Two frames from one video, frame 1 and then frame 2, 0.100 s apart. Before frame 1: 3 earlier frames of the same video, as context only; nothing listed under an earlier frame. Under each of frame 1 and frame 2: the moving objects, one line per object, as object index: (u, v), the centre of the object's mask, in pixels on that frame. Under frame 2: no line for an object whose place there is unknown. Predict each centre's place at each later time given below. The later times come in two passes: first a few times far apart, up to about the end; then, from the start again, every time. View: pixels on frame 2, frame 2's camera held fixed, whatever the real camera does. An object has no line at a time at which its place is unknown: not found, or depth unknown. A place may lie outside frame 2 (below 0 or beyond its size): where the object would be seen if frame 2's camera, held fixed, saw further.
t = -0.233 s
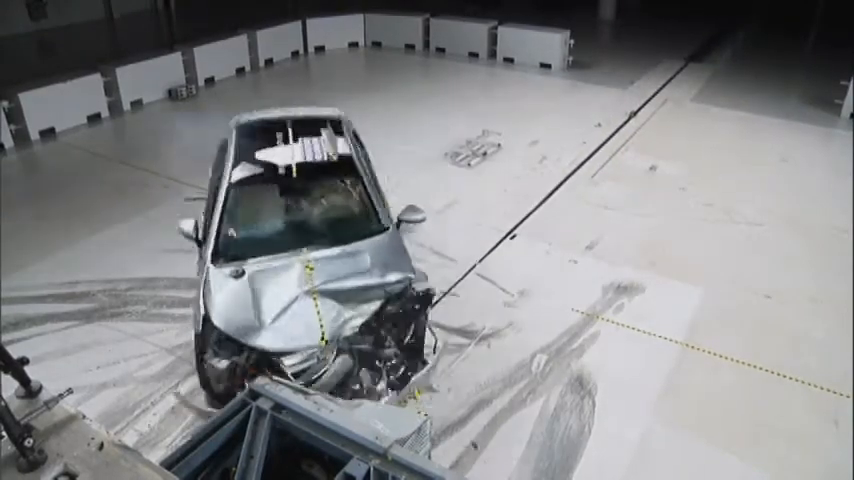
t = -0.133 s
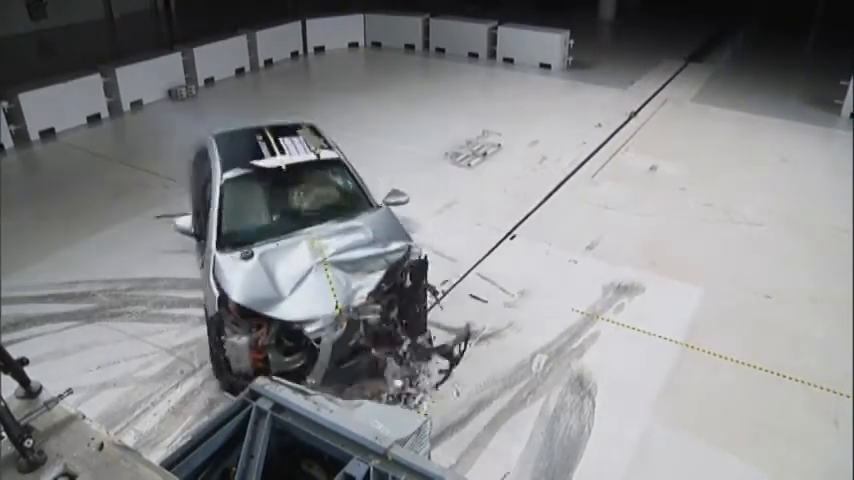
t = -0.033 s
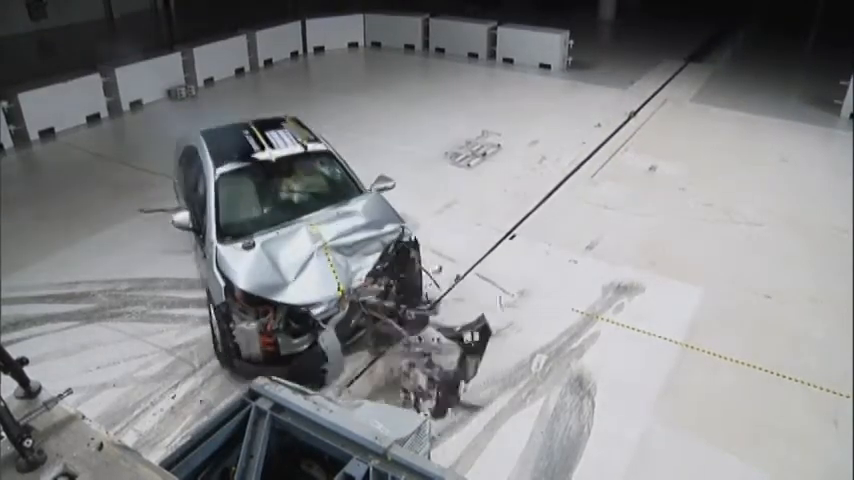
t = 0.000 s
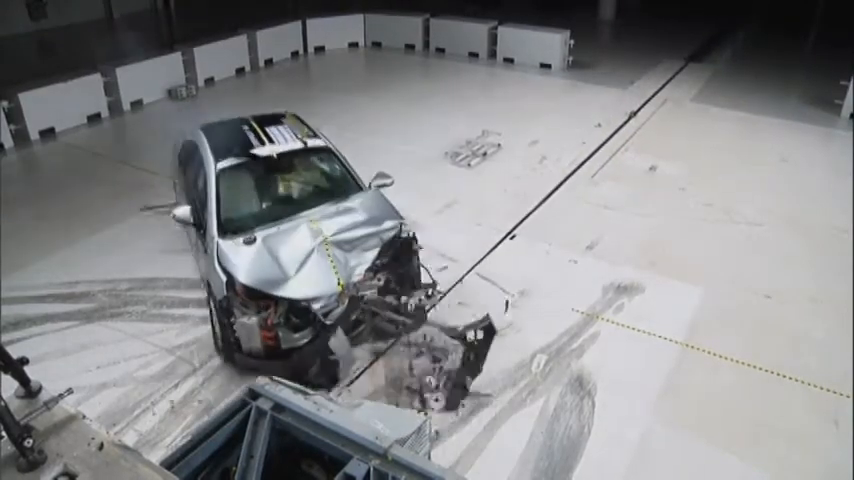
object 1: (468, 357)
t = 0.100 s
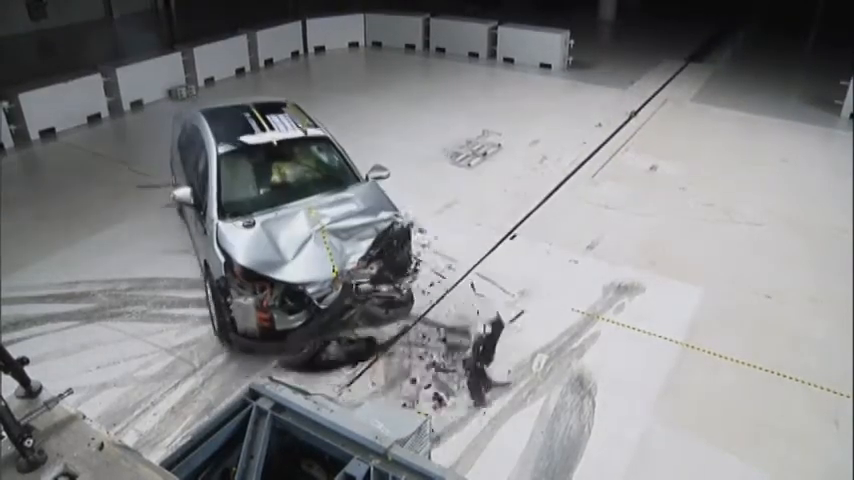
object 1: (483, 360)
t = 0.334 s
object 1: (509, 335)
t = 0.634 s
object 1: (532, 321)
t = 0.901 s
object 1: (540, 318)
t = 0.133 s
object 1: (488, 357)
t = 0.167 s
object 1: (491, 350)
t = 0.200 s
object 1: (490, 346)
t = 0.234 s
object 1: (494, 342)
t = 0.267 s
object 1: (501, 339)
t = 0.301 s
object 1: (506, 337)
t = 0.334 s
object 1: (509, 335)
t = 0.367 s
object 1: (514, 335)
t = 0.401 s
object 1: (515, 332)
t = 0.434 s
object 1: (519, 331)
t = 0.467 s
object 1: (522, 329)
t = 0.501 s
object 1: (525, 328)
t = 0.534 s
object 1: (527, 325)
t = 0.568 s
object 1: (529, 323)
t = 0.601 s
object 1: (531, 322)
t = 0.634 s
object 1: (532, 321)
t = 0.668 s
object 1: (534, 321)
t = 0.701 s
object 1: (535, 320)
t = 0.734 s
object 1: (535, 319)
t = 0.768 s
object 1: (537, 318)
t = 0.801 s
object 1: (538, 318)
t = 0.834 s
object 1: (539, 318)
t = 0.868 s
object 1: (539, 318)
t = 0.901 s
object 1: (540, 318)
